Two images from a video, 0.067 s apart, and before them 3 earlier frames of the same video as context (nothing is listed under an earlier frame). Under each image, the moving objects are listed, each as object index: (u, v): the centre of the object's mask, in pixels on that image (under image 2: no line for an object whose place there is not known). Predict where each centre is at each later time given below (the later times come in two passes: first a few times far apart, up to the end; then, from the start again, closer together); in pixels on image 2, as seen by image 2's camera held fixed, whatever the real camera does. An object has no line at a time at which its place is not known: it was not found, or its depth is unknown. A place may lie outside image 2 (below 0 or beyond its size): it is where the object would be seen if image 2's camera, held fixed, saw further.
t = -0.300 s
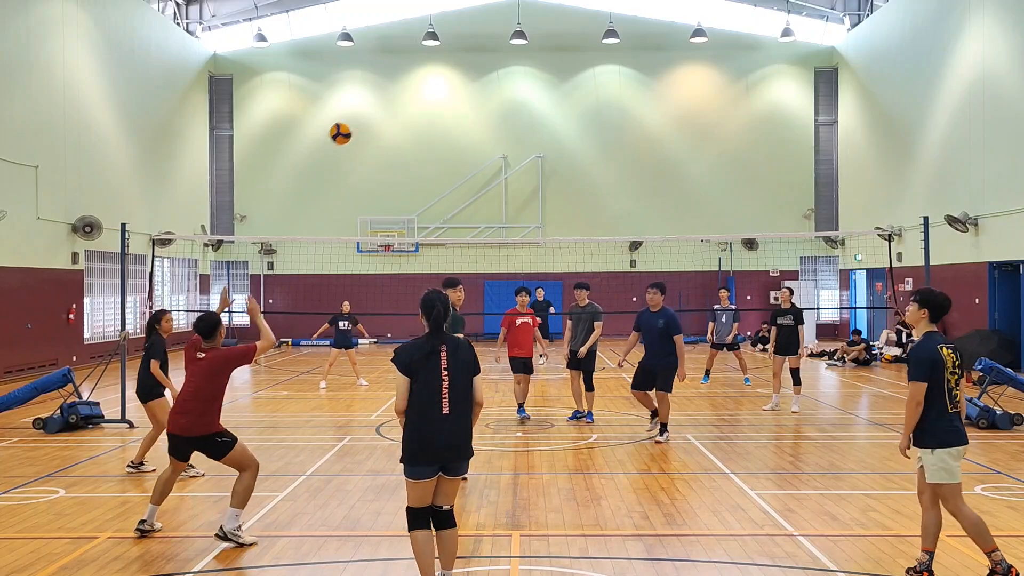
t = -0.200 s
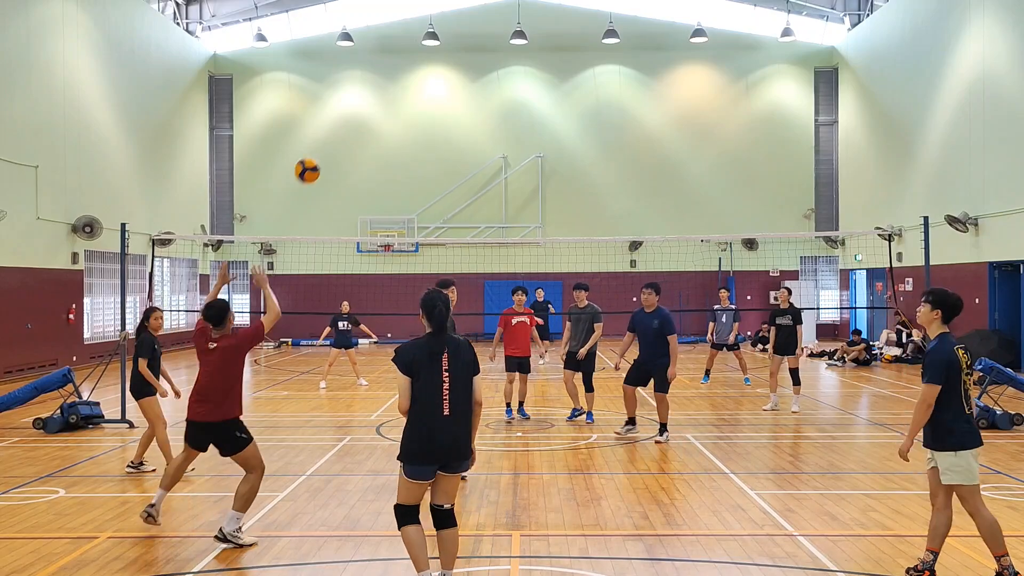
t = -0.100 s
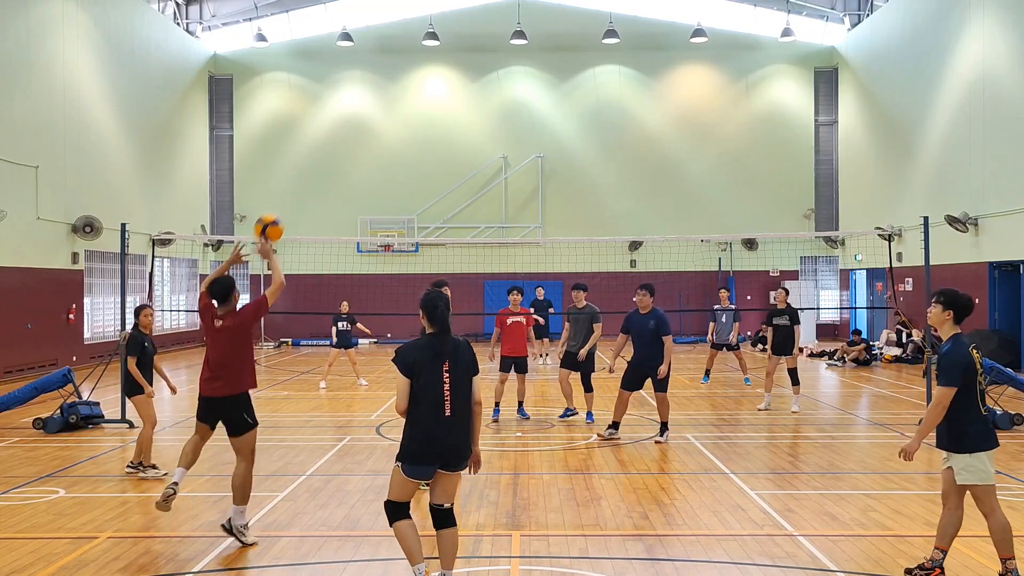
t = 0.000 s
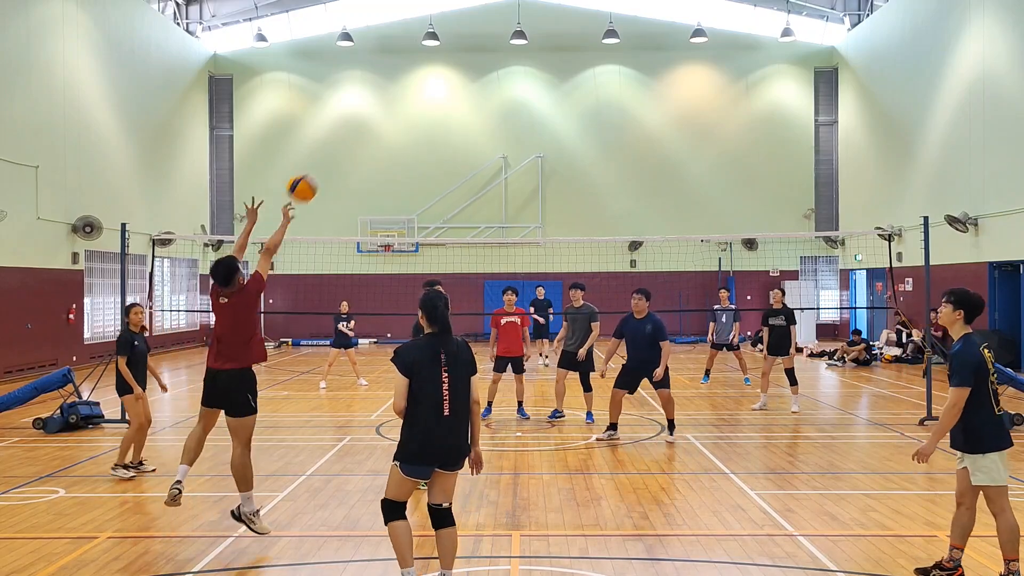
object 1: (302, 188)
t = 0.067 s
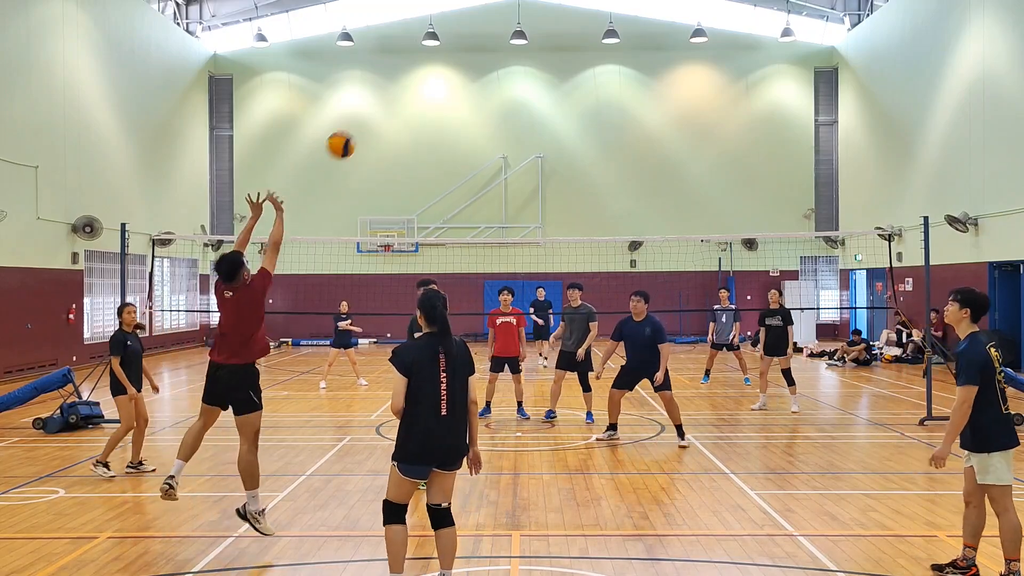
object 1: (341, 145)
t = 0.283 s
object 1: (452, 58)
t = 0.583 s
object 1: (574, 42)
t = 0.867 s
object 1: (667, 107)
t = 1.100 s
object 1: (731, 205)
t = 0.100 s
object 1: (359, 127)
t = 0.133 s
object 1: (377, 110)
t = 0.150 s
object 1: (386, 103)
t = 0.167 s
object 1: (394, 95)
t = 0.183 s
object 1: (402, 89)
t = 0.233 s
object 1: (427, 71)
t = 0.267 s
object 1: (444, 62)
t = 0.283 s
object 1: (452, 58)
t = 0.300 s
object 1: (460, 54)
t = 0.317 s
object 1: (466, 51)
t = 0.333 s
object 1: (474, 48)
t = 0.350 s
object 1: (482, 45)
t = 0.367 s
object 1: (489, 43)
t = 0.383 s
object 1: (496, 41)
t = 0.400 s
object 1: (503, 39)
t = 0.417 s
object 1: (509, 38)
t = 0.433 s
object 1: (517, 36)
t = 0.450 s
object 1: (524, 36)
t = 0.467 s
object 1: (530, 36)
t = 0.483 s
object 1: (536, 36)
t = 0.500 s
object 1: (543, 36)
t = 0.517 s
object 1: (549, 37)
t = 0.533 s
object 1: (555, 38)
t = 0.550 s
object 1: (562, 39)
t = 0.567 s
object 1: (568, 41)
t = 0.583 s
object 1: (574, 42)
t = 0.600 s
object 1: (580, 44)
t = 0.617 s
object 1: (586, 46)
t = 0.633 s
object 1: (592, 49)
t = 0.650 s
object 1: (597, 51)
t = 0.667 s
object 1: (603, 55)
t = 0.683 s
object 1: (609, 57)
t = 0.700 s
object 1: (614, 61)
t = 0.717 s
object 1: (620, 65)
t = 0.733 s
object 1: (625, 69)
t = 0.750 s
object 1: (631, 73)
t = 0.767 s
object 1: (637, 77)
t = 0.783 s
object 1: (641, 82)
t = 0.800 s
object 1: (647, 86)
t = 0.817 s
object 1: (652, 91)
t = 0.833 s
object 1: (657, 96)
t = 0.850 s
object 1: (662, 102)
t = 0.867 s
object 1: (667, 107)
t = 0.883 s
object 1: (672, 113)
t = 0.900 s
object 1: (677, 118)
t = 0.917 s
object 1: (682, 125)
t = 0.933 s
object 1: (687, 131)
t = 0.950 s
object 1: (691, 138)
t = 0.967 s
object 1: (696, 145)
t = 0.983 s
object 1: (700, 151)
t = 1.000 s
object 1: (705, 159)
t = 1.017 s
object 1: (710, 166)
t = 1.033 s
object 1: (714, 173)
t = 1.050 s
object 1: (718, 181)
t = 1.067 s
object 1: (722, 188)
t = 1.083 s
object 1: (727, 197)
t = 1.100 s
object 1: (731, 205)
